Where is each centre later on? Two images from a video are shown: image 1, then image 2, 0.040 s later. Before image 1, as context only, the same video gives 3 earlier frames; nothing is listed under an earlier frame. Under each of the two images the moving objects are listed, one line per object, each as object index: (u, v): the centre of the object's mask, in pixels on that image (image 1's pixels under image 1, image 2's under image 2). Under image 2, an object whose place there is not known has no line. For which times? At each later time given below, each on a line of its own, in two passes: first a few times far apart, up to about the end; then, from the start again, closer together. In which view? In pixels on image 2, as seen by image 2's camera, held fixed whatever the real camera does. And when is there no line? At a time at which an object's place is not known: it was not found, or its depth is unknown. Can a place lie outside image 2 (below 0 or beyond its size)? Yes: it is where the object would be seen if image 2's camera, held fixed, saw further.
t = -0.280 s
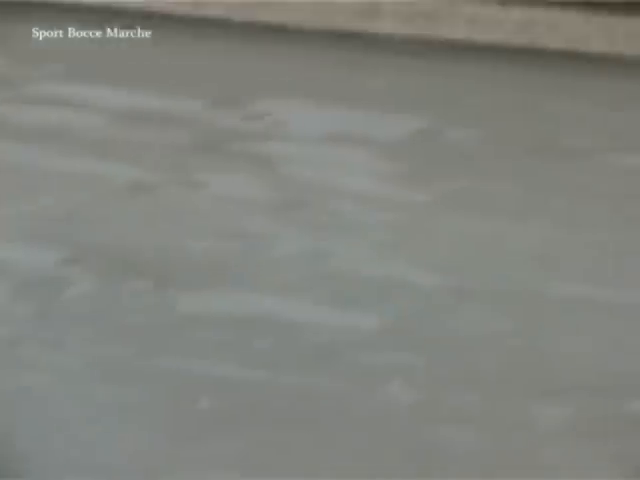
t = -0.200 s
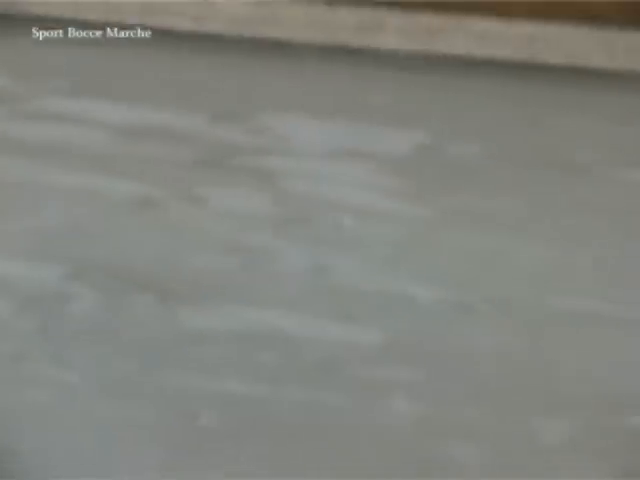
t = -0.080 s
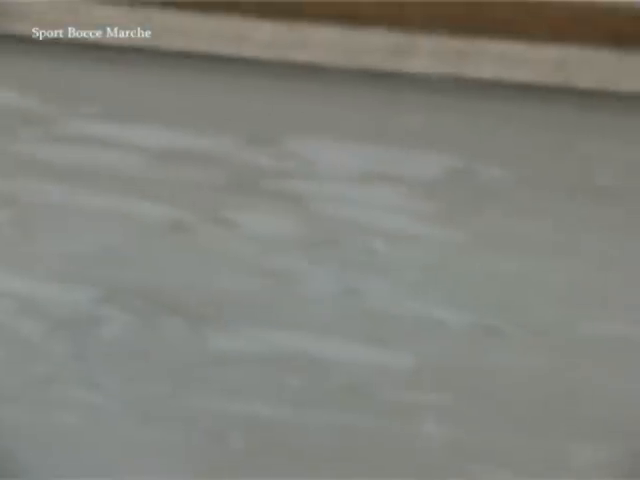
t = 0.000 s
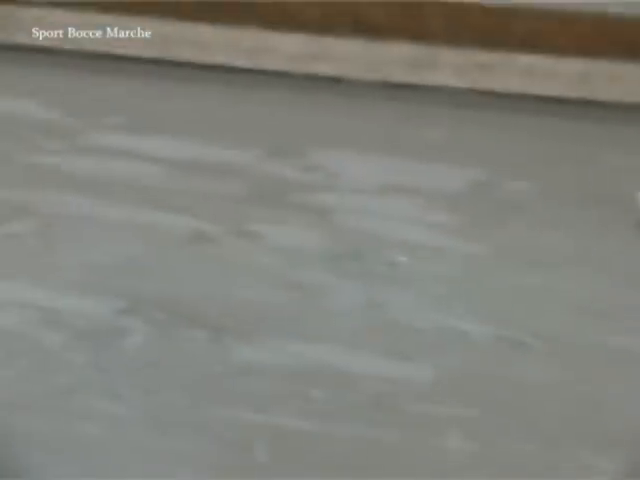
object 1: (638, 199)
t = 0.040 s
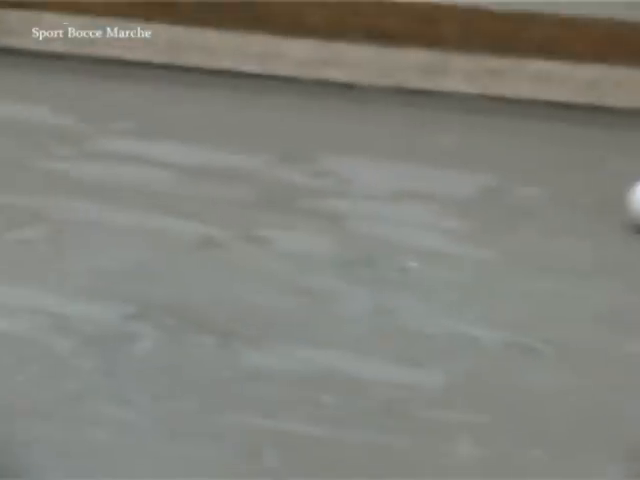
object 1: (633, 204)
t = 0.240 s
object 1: (552, 187)
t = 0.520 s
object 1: (416, 164)
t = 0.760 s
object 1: (310, 147)
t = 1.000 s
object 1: (210, 129)
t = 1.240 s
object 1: (118, 112)
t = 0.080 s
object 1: (620, 200)
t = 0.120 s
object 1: (608, 198)
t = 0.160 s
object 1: (592, 195)
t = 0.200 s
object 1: (573, 191)
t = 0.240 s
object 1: (552, 187)
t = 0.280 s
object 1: (533, 184)
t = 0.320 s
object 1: (511, 181)
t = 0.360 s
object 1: (493, 177)
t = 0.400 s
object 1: (474, 174)
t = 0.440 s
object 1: (455, 171)
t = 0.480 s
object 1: (435, 167)
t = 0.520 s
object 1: (416, 164)
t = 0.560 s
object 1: (398, 161)
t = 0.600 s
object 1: (381, 158)
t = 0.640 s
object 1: (364, 155)
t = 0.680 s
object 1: (345, 152)
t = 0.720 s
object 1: (327, 149)
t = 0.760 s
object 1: (310, 147)
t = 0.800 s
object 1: (294, 143)
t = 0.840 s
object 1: (277, 141)
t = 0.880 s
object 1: (260, 138)
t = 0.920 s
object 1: (244, 135)
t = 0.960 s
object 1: (227, 131)
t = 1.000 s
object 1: (210, 129)
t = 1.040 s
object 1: (194, 126)
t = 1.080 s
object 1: (179, 123)
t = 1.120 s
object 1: (163, 120)
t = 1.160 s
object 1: (148, 118)
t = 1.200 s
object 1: (133, 115)
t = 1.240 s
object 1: (118, 112)
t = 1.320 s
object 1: (88, 106)
